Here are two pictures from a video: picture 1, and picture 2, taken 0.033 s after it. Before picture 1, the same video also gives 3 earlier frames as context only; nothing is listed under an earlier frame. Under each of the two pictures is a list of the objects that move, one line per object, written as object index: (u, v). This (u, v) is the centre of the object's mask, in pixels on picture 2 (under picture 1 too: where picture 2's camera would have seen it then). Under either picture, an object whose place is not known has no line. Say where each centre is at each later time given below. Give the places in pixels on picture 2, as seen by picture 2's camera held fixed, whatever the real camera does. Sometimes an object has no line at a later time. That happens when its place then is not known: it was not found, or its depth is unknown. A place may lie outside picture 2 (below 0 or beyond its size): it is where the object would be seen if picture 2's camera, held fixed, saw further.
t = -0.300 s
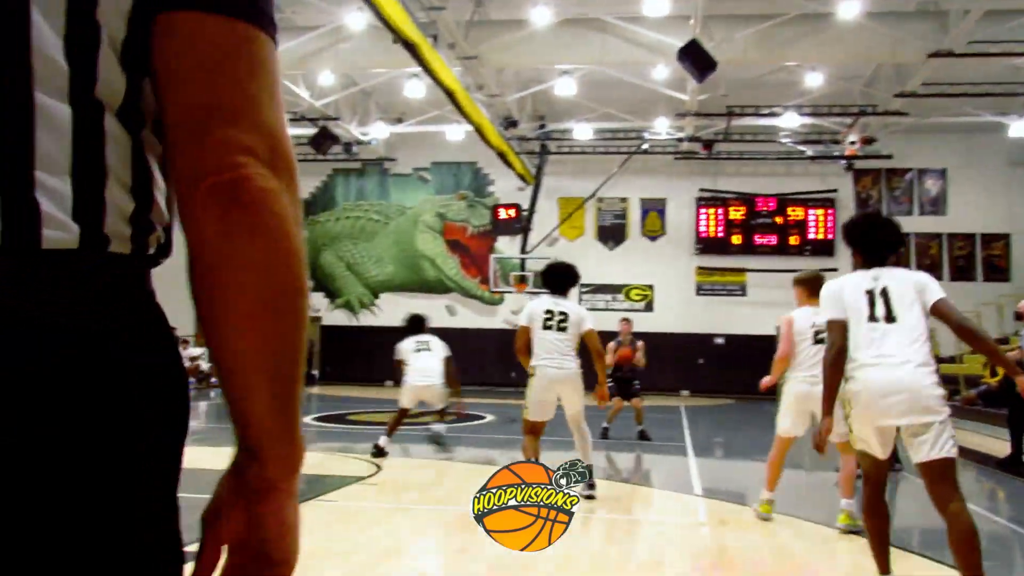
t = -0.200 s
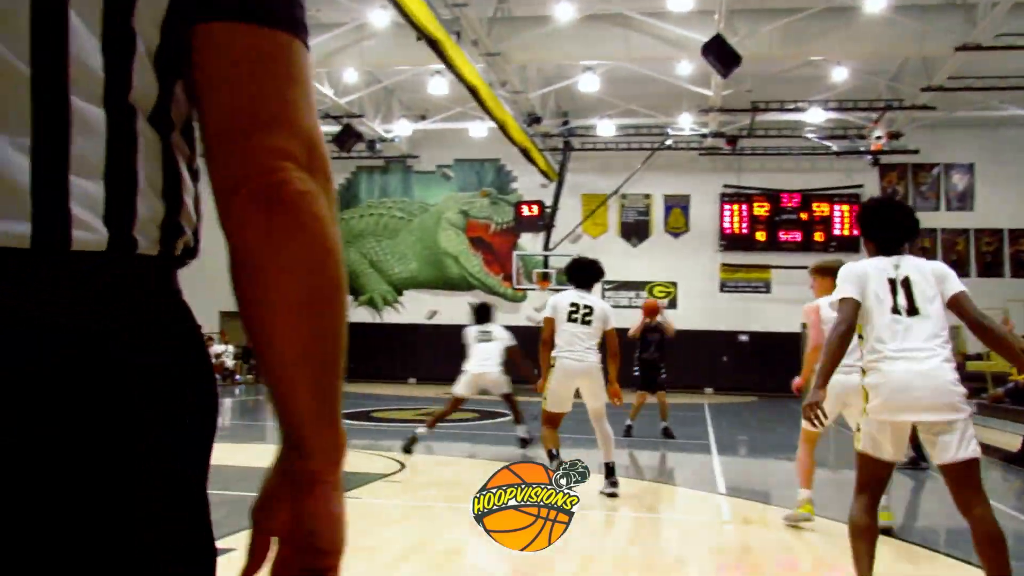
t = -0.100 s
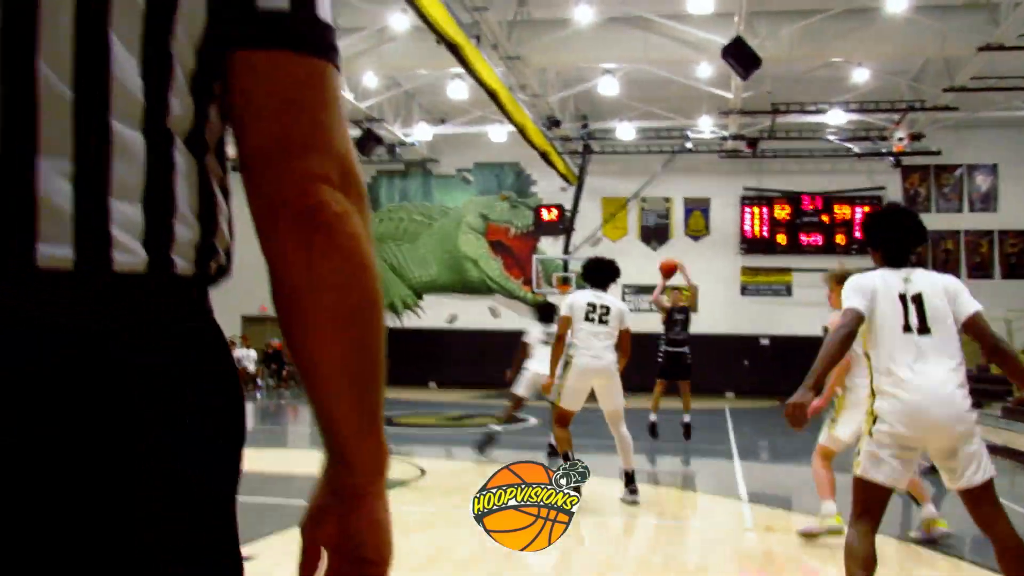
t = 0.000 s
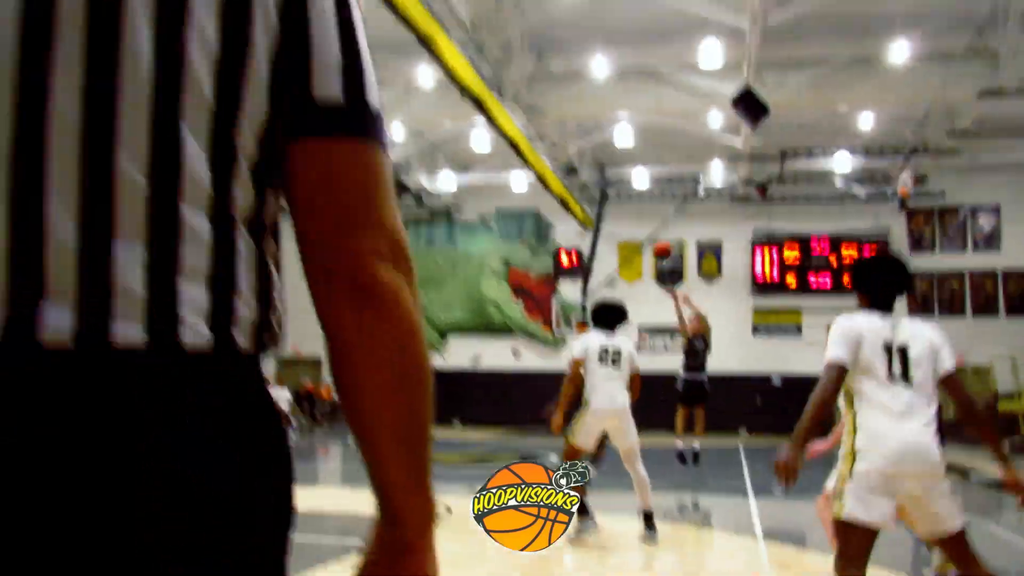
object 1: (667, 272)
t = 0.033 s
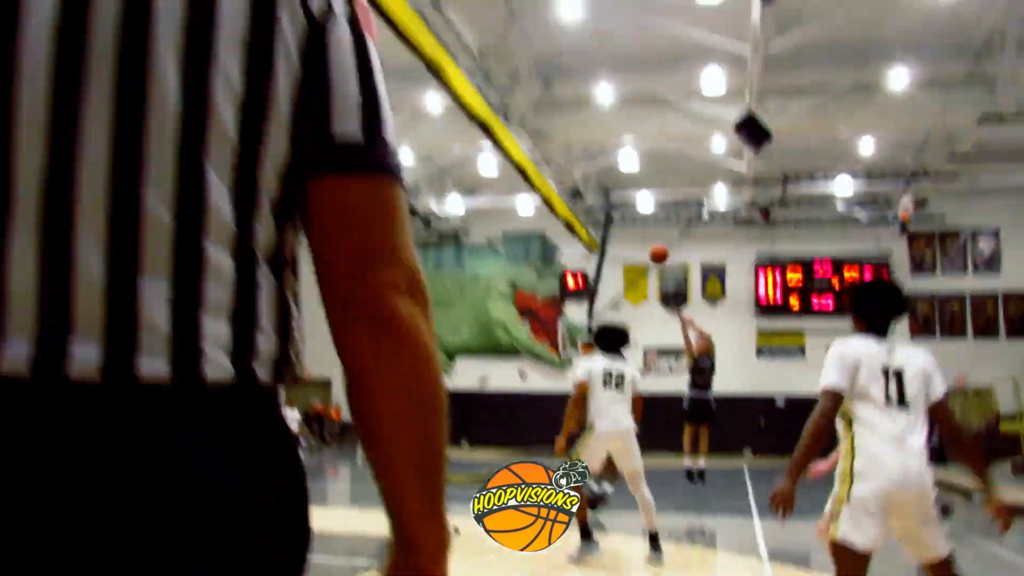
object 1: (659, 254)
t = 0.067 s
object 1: (650, 236)
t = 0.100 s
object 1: (642, 219)
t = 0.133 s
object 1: (632, 201)
